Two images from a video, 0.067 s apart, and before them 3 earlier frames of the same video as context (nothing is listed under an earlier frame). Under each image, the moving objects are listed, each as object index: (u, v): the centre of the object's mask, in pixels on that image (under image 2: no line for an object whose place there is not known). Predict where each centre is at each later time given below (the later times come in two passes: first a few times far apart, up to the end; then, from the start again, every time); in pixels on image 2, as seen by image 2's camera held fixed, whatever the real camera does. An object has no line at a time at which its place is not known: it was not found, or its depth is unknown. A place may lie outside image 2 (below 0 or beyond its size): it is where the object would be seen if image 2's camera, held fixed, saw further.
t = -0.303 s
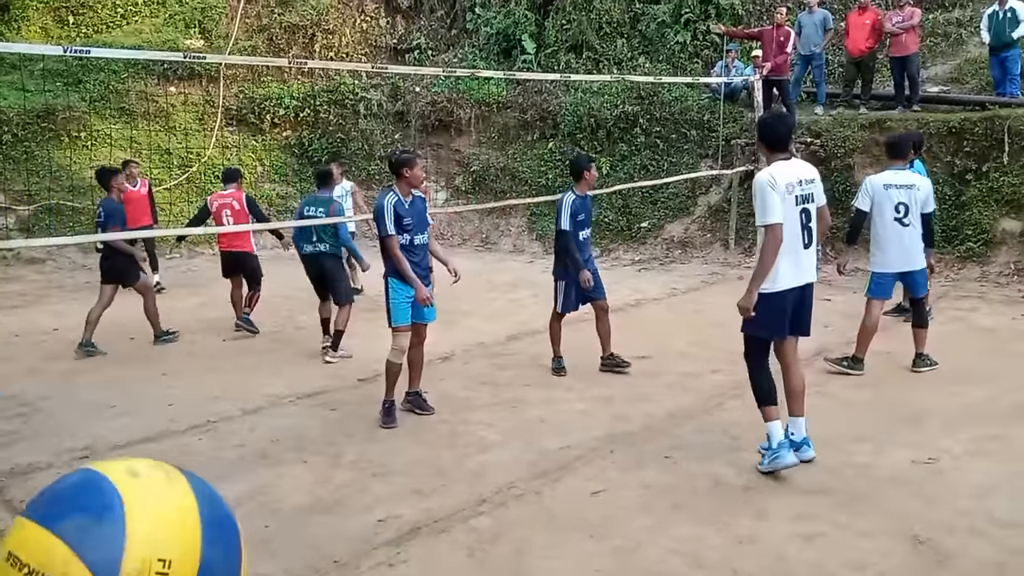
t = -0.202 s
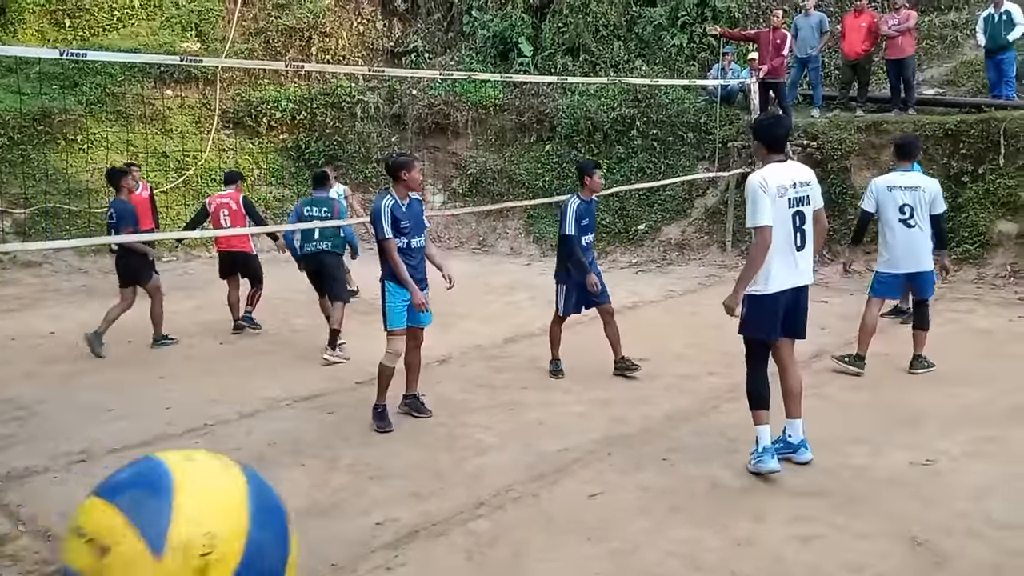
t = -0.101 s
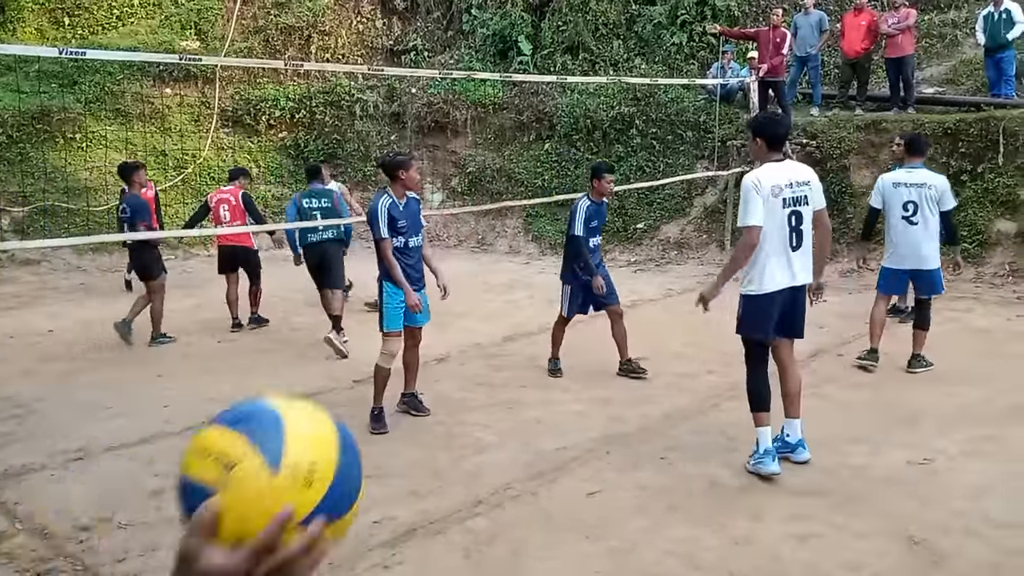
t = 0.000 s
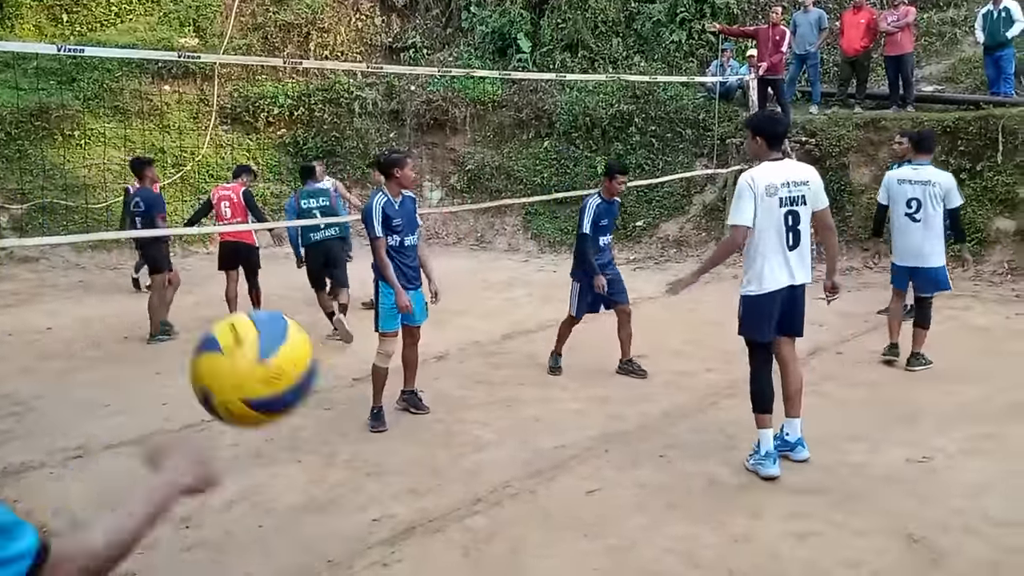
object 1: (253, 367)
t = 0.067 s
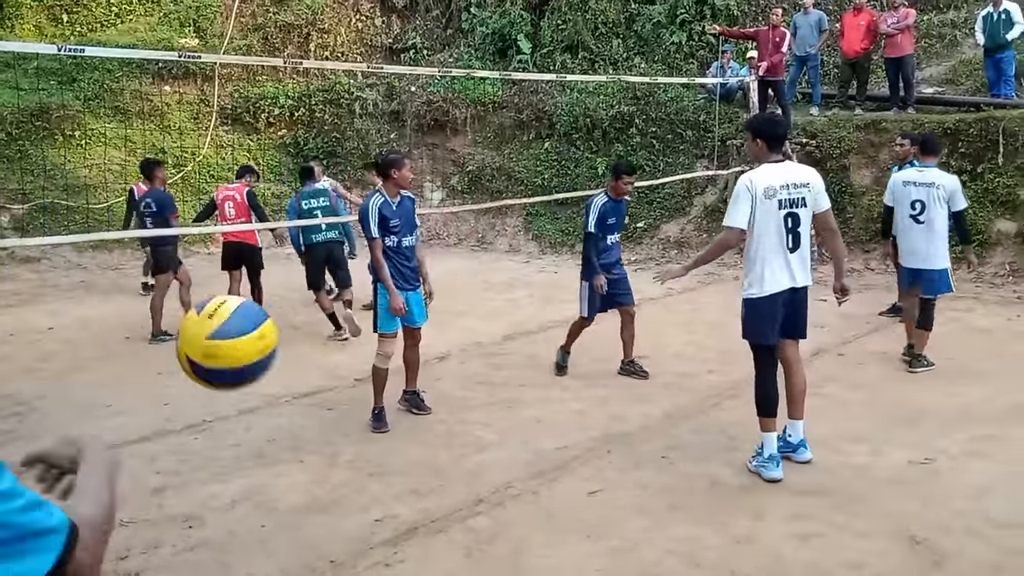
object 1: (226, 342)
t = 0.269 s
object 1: (188, 381)
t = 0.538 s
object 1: (171, 446)
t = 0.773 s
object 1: (156, 324)
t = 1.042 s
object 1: (152, 312)
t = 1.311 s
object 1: (155, 367)
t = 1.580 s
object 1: (146, 308)
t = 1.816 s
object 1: (146, 324)
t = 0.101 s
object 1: (216, 340)
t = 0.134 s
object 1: (209, 342)
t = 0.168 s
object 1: (202, 348)
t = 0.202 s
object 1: (196, 357)
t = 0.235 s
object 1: (192, 368)
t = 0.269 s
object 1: (188, 381)
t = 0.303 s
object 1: (186, 396)
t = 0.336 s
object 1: (183, 412)
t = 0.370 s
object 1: (181, 428)
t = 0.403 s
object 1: (179, 446)
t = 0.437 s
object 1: (178, 463)
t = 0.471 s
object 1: (177, 482)
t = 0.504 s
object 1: (175, 474)
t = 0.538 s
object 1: (171, 446)
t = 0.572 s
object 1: (168, 422)
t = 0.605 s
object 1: (167, 399)
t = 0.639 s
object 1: (165, 379)
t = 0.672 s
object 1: (162, 361)
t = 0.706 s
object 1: (161, 346)
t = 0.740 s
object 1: (158, 333)
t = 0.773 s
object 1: (156, 324)
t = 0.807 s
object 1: (156, 316)
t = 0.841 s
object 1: (155, 310)
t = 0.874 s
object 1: (154, 306)
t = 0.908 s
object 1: (153, 304)
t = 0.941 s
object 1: (152, 303)
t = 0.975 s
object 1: (152, 304)
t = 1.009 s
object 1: (152, 309)
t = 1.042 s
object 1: (152, 312)
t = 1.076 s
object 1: (153, 318)
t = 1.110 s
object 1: (153, 325)
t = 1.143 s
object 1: (154, 334)
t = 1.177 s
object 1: (155, 344)
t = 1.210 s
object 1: (156, 355)
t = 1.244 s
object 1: (157, 367)
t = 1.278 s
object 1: (157, 379)
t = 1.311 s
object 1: (155, 367)
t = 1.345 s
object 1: (154, 353)
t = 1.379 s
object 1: (153, 344)
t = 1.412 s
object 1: (152, 334)
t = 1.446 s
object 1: (150, 325)
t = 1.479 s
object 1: (149, 318)
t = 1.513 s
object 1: (147, 314)
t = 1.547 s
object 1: (147, 309)
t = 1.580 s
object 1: (146, 308)
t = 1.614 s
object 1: (145, 307)
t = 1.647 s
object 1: (145, 306)
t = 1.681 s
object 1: (146, 308)
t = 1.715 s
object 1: (143, 310)
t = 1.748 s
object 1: (144, 314)
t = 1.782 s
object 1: (146, 319)
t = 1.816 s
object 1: (146, 324)
